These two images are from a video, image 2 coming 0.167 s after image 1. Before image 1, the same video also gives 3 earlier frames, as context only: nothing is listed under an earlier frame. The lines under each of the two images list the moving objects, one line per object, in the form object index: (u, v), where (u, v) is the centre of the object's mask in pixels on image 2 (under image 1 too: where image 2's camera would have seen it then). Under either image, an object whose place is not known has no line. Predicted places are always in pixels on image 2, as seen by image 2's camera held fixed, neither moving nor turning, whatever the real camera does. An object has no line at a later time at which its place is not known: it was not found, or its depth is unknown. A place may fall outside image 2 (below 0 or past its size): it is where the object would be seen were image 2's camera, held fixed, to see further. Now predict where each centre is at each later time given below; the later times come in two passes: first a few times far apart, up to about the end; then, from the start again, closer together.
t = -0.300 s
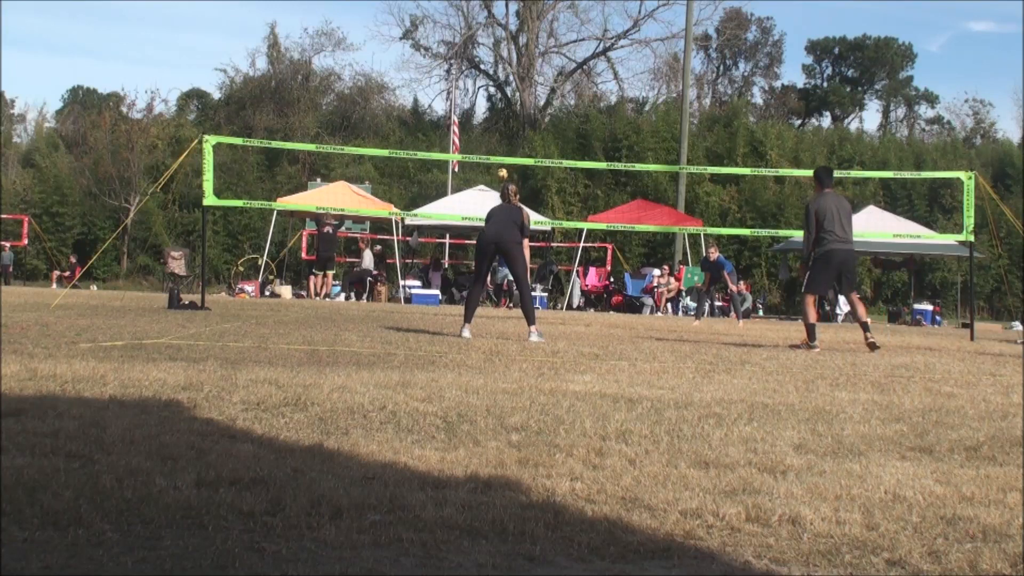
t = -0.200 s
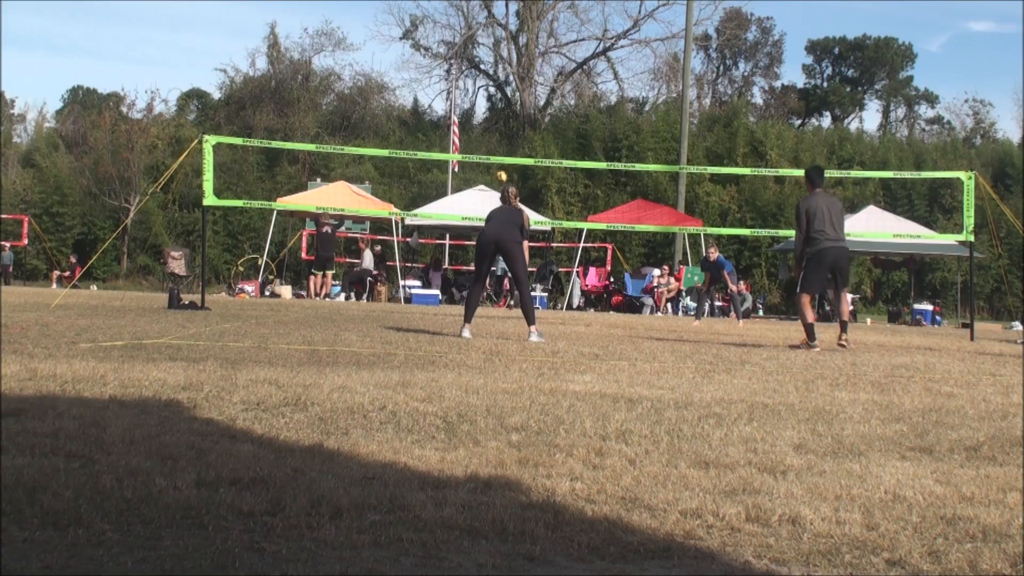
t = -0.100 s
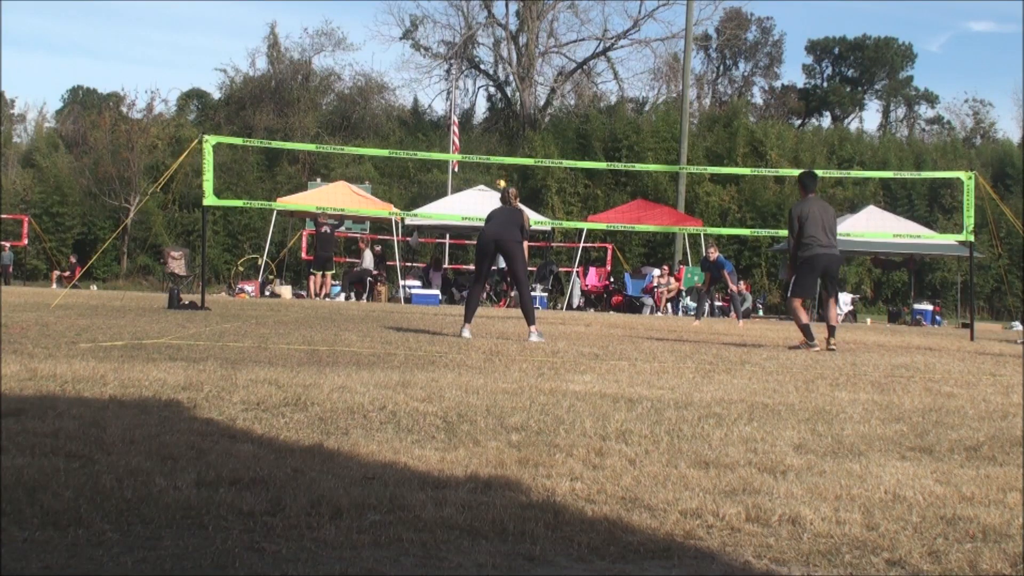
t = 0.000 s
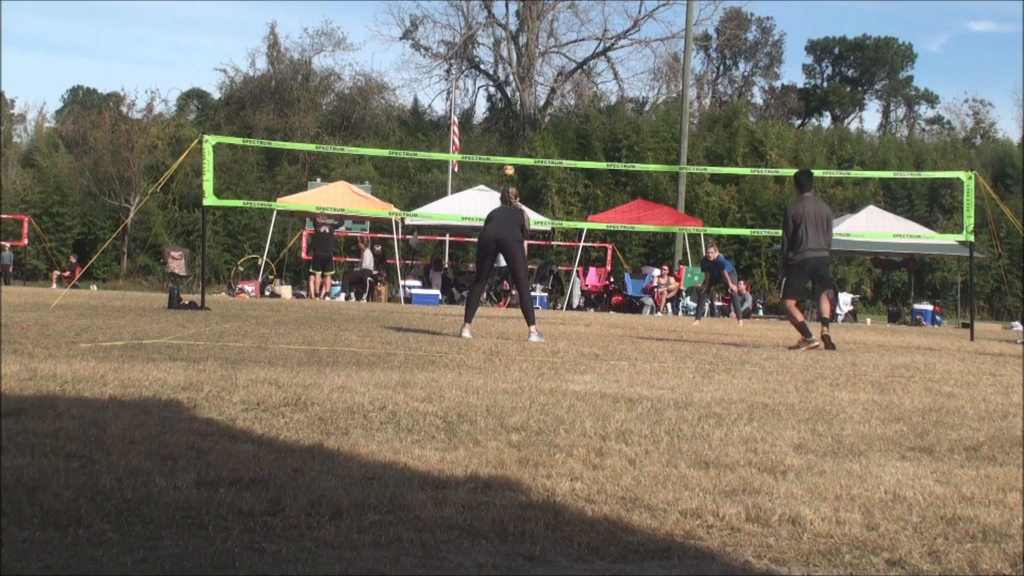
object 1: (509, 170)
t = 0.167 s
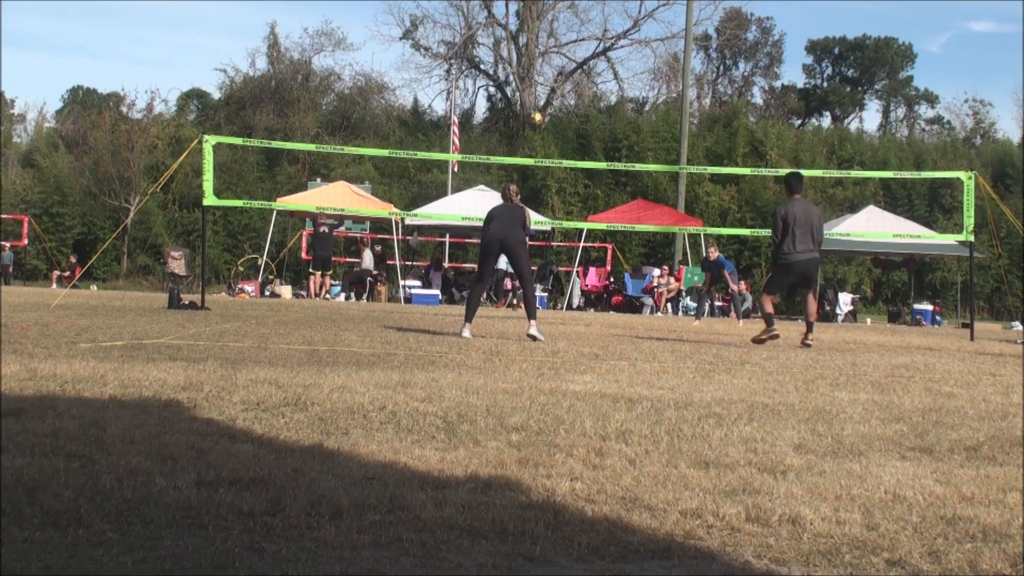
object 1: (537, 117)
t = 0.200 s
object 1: (542, 109)
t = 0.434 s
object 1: (593, 62)
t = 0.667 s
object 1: (658, 50)
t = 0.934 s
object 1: (757, 103)
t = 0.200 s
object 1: (542, 109)
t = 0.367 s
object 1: (577, 72)
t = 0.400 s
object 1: (585, 67)
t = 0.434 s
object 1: (593, 62)
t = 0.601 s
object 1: (638, 49)
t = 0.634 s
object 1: (648, 49)
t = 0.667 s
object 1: (658, 50)
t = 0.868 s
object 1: (731, 81)
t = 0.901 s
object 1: (743, 91)
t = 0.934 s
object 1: (757, 103)
